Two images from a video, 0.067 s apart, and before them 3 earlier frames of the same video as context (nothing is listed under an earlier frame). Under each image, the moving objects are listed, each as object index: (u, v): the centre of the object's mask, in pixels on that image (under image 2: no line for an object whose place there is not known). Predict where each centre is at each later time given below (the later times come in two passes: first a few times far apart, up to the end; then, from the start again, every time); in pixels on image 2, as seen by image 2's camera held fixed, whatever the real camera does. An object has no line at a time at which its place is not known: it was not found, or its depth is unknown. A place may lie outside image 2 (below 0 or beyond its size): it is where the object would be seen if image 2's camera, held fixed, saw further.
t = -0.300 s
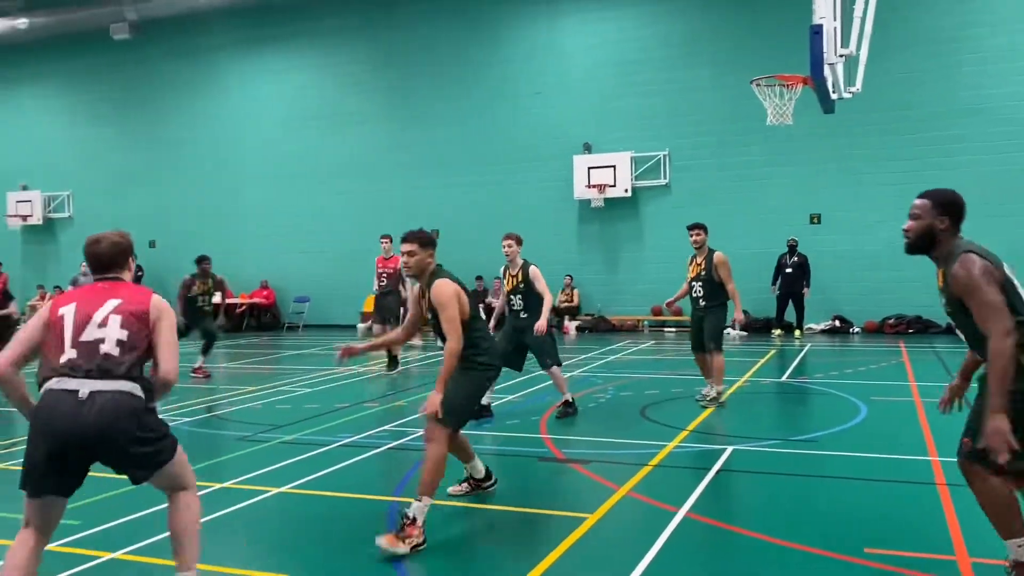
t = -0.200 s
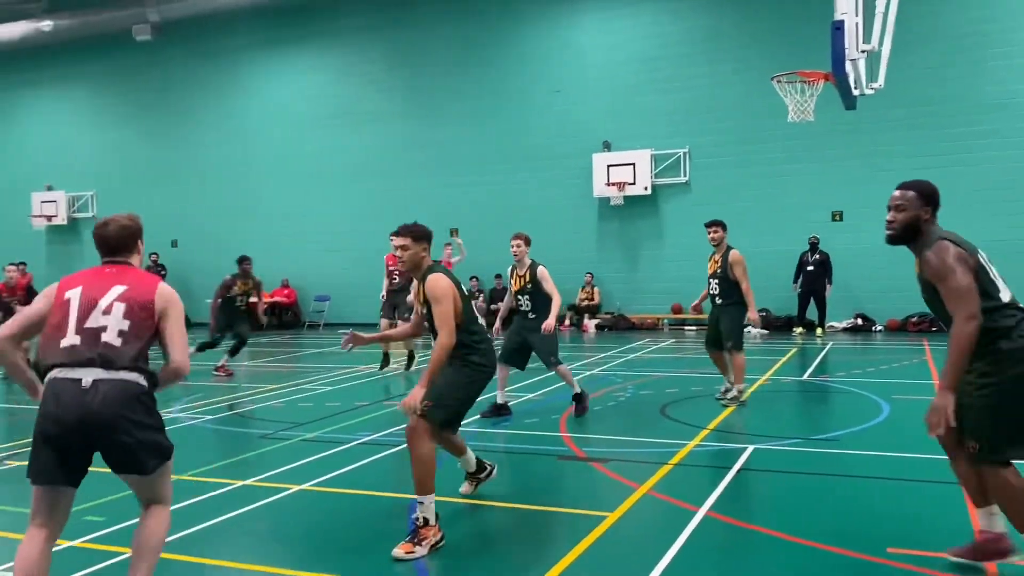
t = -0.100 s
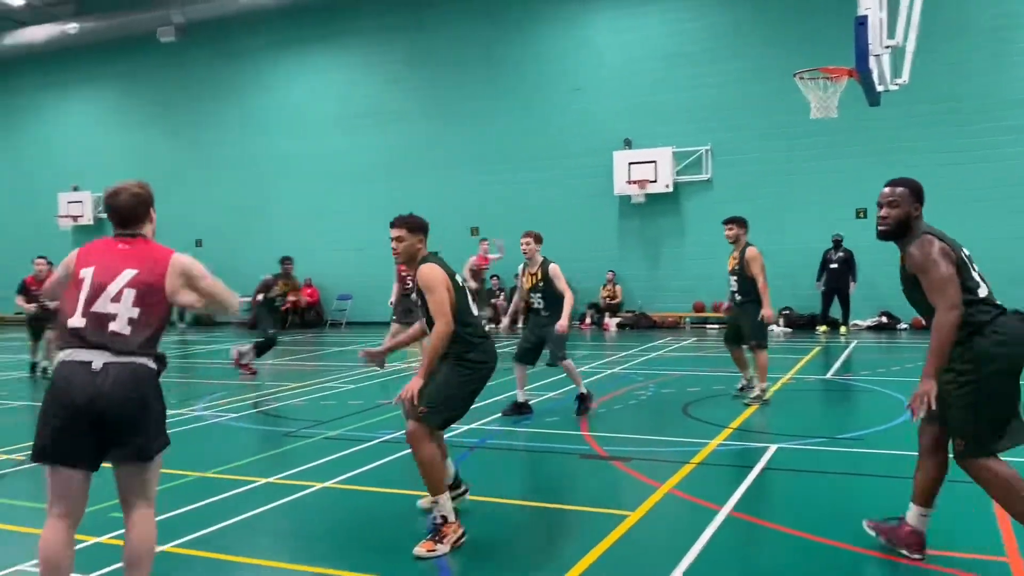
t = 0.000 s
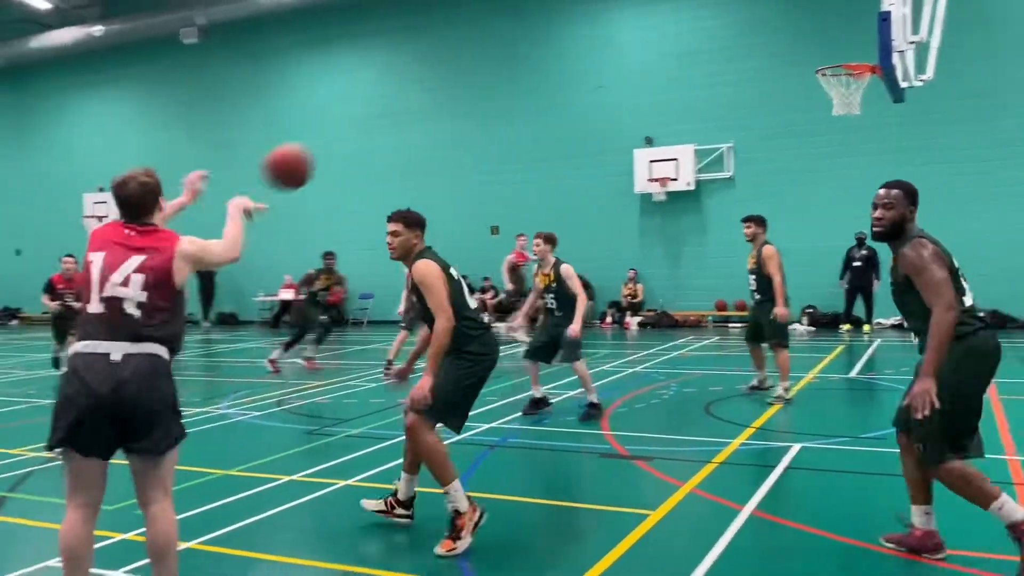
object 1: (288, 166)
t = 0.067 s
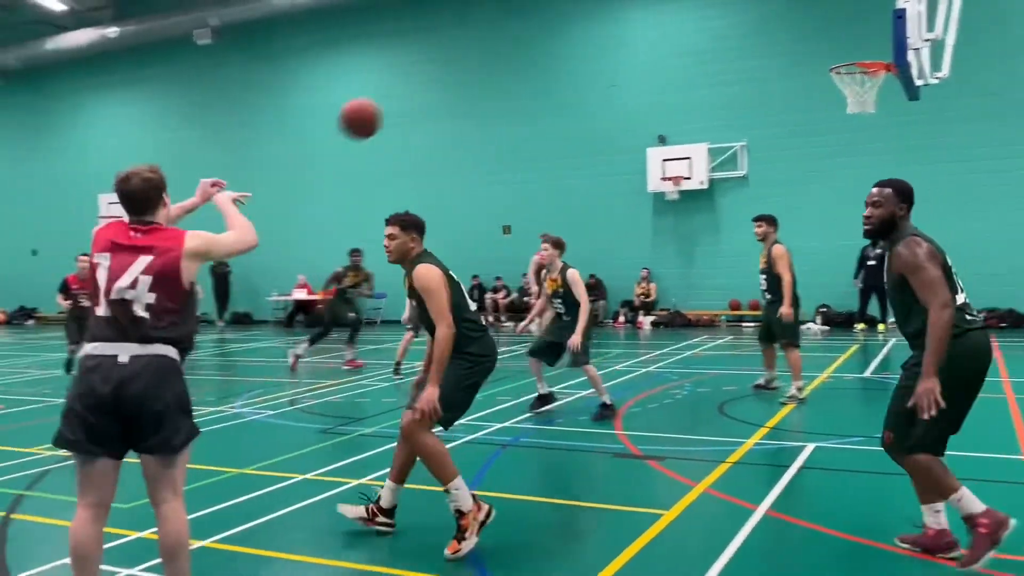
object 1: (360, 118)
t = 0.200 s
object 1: (446, 61)
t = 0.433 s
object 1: (542, 40)
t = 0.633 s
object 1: (595, 63)
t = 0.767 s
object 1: (623, 89)
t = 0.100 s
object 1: (385, 100)
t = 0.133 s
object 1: (408, 84)
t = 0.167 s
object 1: (428, 71)
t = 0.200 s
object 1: (446, 61)
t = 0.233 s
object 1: (463, 53)
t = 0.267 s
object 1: (478, 47)
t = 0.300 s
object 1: (493, 43)
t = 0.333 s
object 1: (507, 40)
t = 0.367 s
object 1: (519, 39)
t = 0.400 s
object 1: (531, 39)
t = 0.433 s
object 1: (542, 40)
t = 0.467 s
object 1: (552, 41)
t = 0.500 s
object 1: (562, 44)
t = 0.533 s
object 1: (571, 48)
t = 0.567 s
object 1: (580, 52)
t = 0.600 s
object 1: (588, 57)
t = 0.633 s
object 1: (595, 63)
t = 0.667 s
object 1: (603, 69)
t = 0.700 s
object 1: (610, 75)
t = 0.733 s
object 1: (617, 82)
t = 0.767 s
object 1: (623, 89)
